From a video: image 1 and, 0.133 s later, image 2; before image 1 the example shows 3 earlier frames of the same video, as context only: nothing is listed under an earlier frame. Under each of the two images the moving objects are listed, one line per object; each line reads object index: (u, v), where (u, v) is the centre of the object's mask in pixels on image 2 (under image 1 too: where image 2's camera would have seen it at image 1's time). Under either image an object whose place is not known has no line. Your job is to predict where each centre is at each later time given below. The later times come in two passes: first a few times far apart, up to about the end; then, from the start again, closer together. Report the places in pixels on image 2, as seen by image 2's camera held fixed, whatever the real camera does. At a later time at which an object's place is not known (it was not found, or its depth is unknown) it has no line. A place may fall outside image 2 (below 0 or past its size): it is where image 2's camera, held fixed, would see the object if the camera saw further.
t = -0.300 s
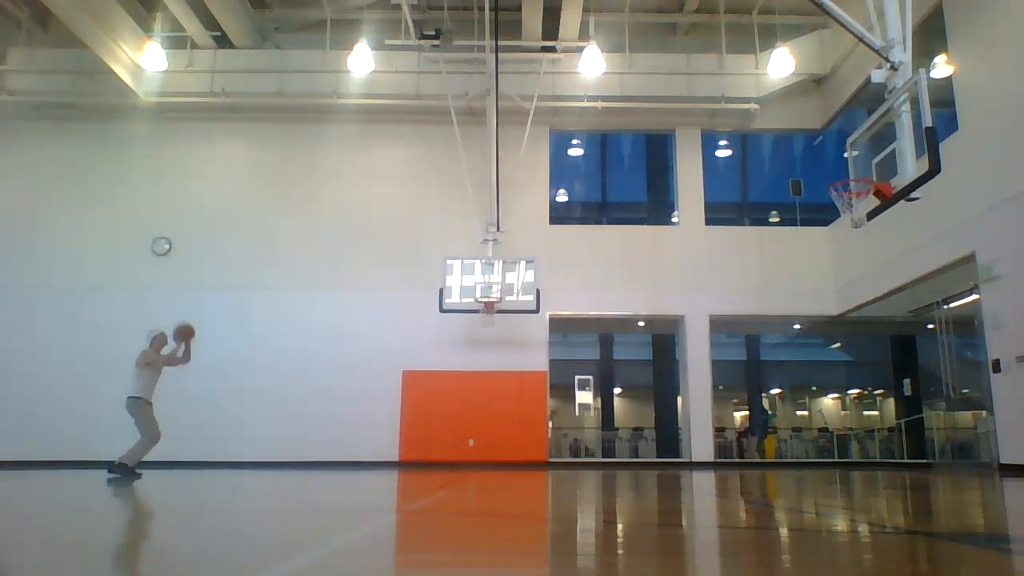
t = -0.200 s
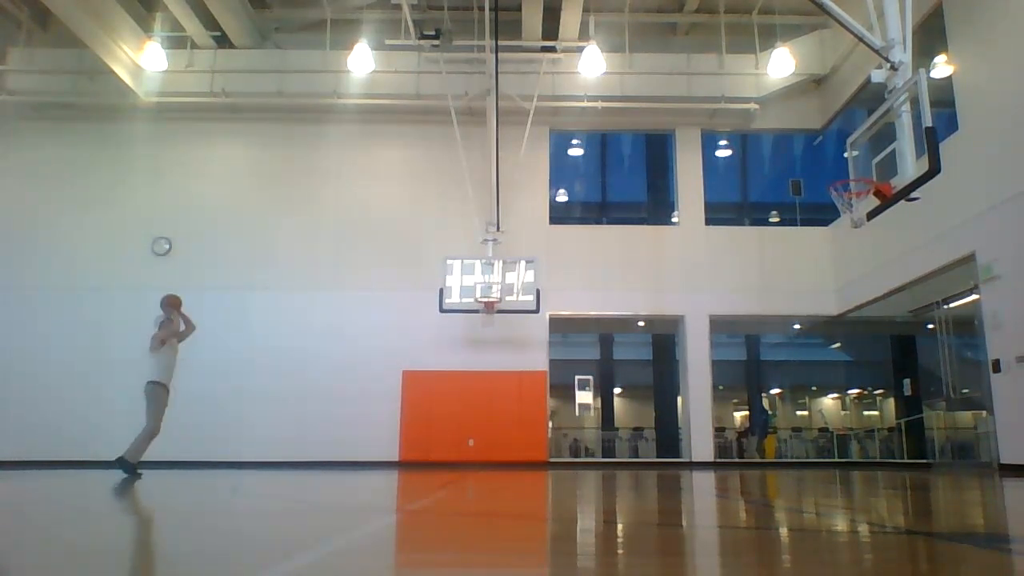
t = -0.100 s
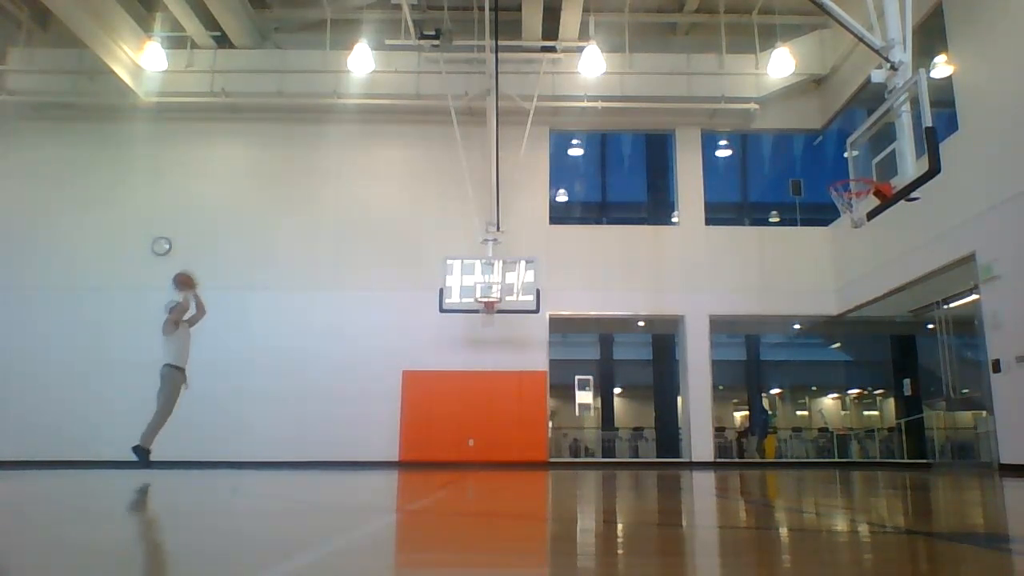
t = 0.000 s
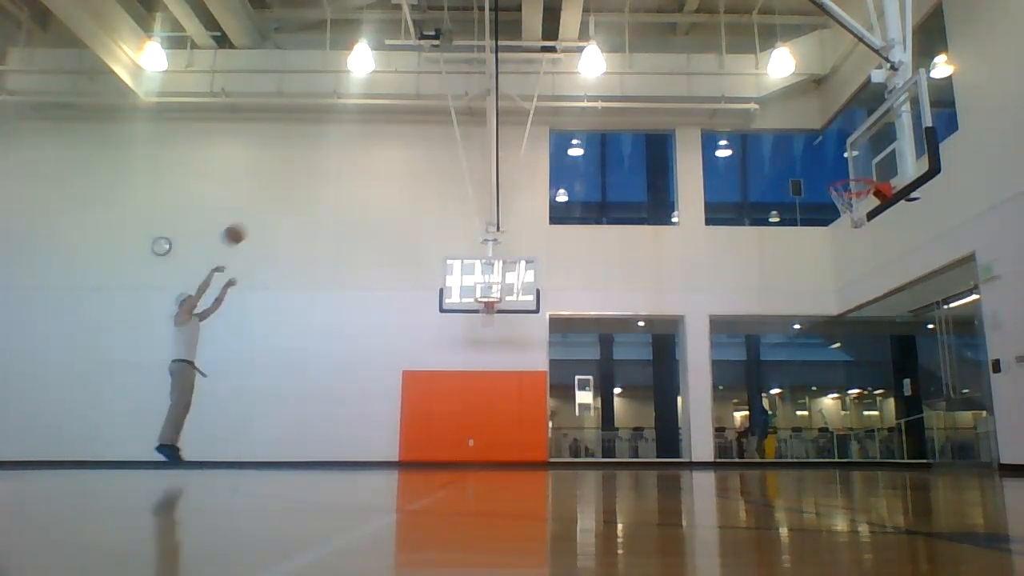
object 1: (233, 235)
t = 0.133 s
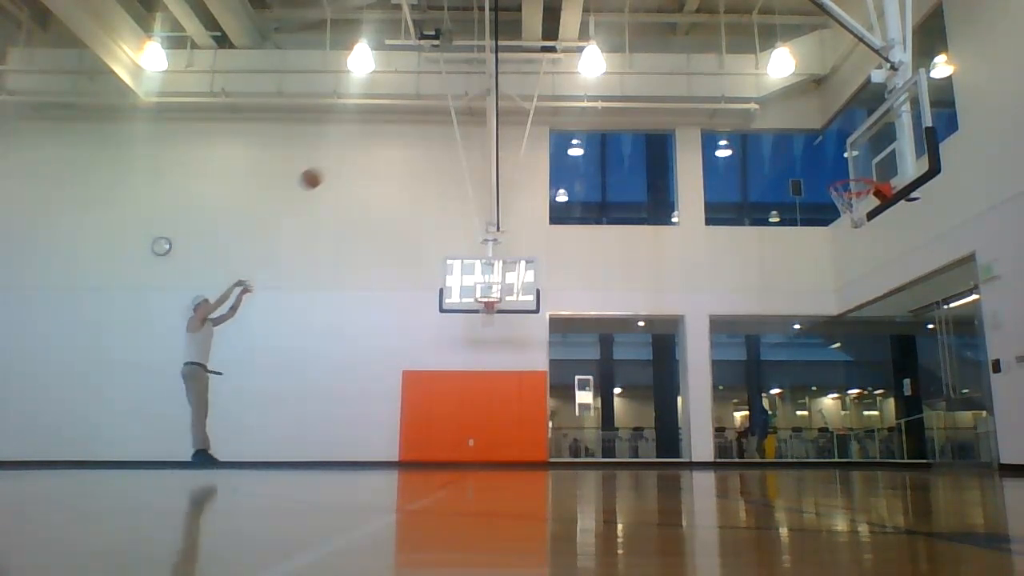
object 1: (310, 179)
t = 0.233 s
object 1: (367, 146)
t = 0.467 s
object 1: (496, 100)
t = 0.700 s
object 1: (626, 96)
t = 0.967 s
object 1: (783, 146)
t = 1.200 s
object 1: (853, 227)
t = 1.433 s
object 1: (822, 338)
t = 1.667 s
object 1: (795, 447)
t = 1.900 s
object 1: (753, 360)
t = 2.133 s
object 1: (715, 322)
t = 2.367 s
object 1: (683, 329)
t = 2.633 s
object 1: (650, 388)
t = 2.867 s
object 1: (621, 451)
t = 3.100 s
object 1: (592, 399)
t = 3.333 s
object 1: (565, 390)
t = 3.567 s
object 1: (540, 422)
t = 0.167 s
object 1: (329, 167)
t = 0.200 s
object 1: (348, 155)
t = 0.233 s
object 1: (367, 146)
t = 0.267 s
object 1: (385, 137)
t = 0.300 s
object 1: (404, 129)
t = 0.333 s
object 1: (422, 121)
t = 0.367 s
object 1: (440, 115)
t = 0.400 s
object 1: (460, 108)
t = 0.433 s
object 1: (476, 104)
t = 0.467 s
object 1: (496, 100)
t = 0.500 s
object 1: (513, 97)
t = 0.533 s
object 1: (533, 95)
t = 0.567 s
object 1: (551, 93)
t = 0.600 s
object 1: (570, 93)
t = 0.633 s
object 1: (590, 93)
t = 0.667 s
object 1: (608, 94)
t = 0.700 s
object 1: (626, 96)
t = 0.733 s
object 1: (645, 99)
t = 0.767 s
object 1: (664, 103)
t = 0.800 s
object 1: (684, 108)
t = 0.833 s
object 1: (703, 114)
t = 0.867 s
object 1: (722, 120)
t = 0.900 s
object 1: (744, 127)
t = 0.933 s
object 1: (763, 136)
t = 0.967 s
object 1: (783, 146)
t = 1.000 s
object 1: (805, 157)
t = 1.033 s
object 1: (824, 168)
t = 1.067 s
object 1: (843, 177)
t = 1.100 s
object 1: (867, 189)
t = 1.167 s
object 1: (858, 221)
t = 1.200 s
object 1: (853, 227)
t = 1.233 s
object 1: (847, 240)
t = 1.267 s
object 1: (843, 254)
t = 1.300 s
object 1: (839, 269)
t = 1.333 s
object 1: (834, 285)
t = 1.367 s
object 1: (830, 303)
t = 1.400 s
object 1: (827, 321)
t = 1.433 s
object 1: (822, 338)
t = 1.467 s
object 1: (819, 360)
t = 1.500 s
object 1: (816, 380)
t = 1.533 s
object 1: (812, 401)
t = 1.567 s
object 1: (809, 427)
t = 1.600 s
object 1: (806, 449)
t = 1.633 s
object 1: (802, 464)
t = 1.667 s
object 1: (795, 447)
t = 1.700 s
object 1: (789, 432)
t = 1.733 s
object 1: (783, 418)
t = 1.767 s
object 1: (777, 403)
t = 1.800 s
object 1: (771, 390)
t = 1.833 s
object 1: (764, 380)
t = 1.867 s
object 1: (759, 370)
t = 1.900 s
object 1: (753, 360)
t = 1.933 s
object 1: (747, 352)
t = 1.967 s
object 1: (743, 345)
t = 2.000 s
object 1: (736, 338)
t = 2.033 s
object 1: (731, 333)
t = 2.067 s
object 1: (726, 329)
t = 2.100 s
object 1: (720, 326)
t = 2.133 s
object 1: (715, 322)
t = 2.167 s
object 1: (711, 321)
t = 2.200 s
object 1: (707, 320)
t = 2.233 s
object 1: (701, 320)
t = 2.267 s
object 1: (696, 321)
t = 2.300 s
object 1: (691, 323)
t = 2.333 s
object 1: (687, 325)
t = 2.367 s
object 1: (683, 329)
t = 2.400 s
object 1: (678, 333)
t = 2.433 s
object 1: (674, 338)
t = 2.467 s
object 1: (669, 345)
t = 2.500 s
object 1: (665, 351)
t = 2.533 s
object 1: (662, 360)
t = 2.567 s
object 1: (657, 368)
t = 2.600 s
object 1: (653, 378)
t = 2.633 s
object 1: (650, 388)
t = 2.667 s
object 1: (645, 399)
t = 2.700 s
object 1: (642, 412)
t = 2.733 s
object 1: (637, 426)
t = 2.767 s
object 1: (634, 438)
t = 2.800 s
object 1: (630, 453)
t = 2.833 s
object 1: (625, 461)
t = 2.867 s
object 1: (621, 451)
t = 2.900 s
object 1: (616, 442)
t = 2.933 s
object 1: (612, 432)
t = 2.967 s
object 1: (609, 424)
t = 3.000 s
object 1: (605, 417)
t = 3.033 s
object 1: (601, 410)
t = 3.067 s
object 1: (596, 404)
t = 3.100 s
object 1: (592, 399)
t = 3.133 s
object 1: (588, 395)
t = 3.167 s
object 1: (585, 393)
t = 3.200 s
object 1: (581, 390)
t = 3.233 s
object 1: (576, 389)
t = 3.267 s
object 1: (572, 389)
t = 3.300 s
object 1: (568, 390)
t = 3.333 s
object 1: (565, 390)
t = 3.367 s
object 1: (562, 392)
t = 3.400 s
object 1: (559, 395)
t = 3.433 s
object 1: (555, 398)
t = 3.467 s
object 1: (551, 403)
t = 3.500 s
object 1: (547, 409)
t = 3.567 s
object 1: (540, 422)
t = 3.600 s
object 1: (536, 430)
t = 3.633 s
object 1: (534, 438)
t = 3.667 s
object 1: (530, 447)
